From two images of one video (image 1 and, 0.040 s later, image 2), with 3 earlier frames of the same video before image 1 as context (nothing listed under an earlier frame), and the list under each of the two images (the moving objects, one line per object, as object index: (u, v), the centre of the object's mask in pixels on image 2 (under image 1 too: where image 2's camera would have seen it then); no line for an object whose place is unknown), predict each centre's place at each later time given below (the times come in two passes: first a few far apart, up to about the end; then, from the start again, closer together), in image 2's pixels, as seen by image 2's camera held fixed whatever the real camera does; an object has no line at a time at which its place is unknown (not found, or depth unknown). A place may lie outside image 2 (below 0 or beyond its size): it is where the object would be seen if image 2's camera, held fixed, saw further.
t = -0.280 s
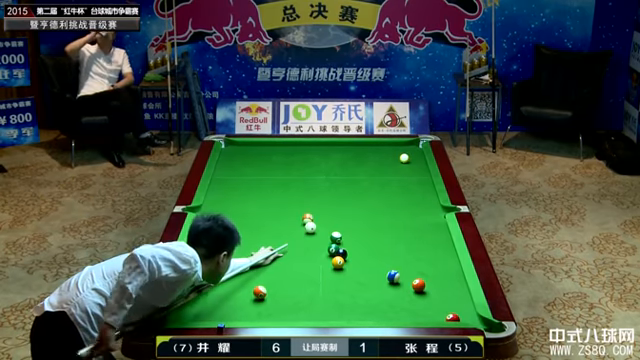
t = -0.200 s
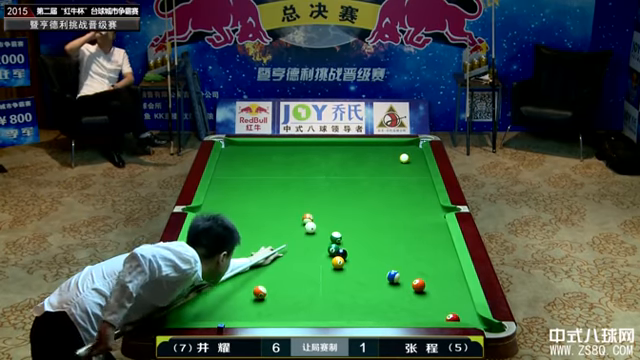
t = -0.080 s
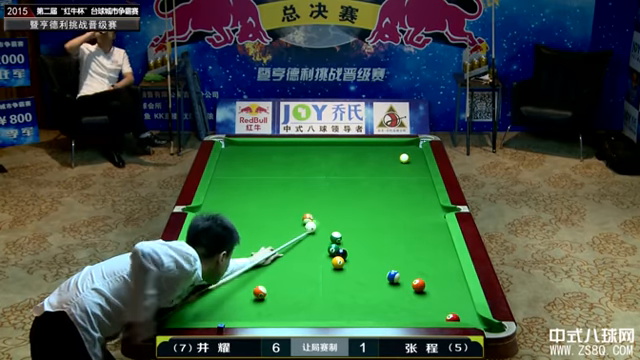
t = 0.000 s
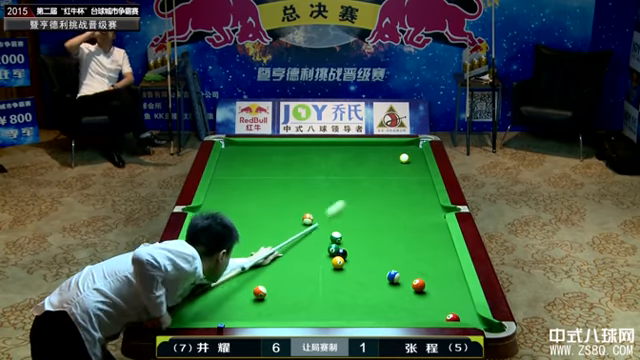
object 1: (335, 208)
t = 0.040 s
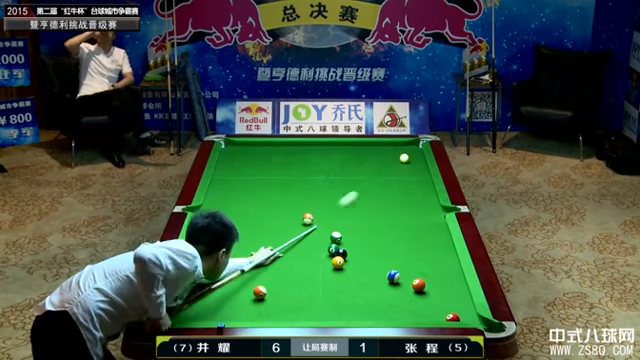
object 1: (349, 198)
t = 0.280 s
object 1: (403, 160)
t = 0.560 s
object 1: (412, 165)
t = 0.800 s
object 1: (415, 170)
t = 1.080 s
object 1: (418, 176)
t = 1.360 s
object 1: (422, 182)
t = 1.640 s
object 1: (425, 188)
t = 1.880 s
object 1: (428, 192)
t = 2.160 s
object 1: (431, 198)
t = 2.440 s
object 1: (434, 202)
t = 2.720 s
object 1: (434, 206)
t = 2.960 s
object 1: (434, 210)
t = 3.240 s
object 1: (436, 211)
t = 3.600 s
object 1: (433, 215)
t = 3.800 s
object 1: (436, 219)
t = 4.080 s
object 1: (436, 220)
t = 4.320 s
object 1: (436, 221)
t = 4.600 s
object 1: (437, 222)
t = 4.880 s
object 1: (437, 223)
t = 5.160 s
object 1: (437, 223)
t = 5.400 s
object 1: (437, 223)
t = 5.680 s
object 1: (437, 223)
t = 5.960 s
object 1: (437, 223)
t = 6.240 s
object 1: (437, 223)
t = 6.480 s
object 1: (437, 223)
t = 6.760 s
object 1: (437, 223)
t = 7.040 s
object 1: (437, 223)
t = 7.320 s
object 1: (437, 223)
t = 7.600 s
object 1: (437, 223)
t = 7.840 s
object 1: (437, 223)
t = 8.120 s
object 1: (437, 223)
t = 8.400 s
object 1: (437, 223)
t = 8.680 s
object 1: (437, 223)
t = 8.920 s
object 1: (437, 223)
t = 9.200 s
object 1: (437, 223)
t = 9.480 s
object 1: (437, 223)
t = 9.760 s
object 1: (437, 223)
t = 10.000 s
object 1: (437, 223)
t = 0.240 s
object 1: (398, 163)
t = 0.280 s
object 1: (403, 160)
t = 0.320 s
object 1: (405, 161)
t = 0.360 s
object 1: (407, 161)
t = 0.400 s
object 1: (409, 162)
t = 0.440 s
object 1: (409, 162)
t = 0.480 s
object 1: (411, 163)
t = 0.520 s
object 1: (411, 164)
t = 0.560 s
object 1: (412, 165)
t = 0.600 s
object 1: (412, 166)
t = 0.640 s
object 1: (413, 167)
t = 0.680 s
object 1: (413, 167)
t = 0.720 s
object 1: (414, 168)
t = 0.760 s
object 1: (414, 169)
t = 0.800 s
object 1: (415, 170)
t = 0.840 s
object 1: (415, 171)
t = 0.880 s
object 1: (416, 172)
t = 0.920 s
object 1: (416, 173)
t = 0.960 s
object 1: (417, 173)
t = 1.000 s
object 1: (417, 174)
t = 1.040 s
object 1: (418, 175)
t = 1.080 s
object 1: (418, 176)
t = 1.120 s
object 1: (419, 177)
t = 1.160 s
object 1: (419, 178)
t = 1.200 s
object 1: (420, 178)
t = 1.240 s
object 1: (421, 179)
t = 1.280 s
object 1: (421, 180)
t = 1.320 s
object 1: (421, 181)
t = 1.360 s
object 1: (422, 182)
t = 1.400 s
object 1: (422, 183)
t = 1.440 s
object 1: (423, 184)
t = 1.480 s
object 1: (423, 184)
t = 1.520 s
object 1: (424, 185)
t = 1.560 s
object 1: (425, 186)
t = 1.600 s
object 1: (425, 187)
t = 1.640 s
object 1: (425, 188)
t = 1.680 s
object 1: (426, 188)
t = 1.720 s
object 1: (426, 189)
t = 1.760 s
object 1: (427, 190)
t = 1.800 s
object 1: (427, 191)
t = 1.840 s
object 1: (428, 192)
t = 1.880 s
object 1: (428, 192)
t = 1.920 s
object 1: (428, 193)
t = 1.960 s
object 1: (429, 194)
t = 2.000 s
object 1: (430, 195)
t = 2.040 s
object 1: (430, 195)
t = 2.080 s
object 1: (431, 196)
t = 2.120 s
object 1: (431, 197)
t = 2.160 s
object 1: (431, 198)
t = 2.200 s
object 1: (432, 198)
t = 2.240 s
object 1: (432, 199)
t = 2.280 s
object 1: (433, 200)
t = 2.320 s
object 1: (433, 200)
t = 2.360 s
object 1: (434, 201)
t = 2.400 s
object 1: (434, 201)
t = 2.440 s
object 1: (434, 202)
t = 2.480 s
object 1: (434, 203)
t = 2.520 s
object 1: (434, 204)
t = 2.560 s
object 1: (434, 204)
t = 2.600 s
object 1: (434, 205)
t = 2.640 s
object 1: (434, 205)
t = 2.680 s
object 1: (434, 206)
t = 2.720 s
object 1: (434, 206)
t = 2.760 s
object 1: (434, 207)
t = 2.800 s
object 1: (434, 208)
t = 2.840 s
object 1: (434, 208)
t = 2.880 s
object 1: (434, 209)
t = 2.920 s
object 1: (434, 209)
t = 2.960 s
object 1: (434, 210)
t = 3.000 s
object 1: (434, 210)
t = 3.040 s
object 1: (434, 211)
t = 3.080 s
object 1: (434, 211)
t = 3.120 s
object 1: (434, 211)
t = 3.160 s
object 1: (434, 212)
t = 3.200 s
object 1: (434, 213)
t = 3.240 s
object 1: (436, 211)
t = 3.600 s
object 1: (433, 215)
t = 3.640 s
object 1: (435, 217)
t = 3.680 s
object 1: (436, 217)
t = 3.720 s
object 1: (436, 218)
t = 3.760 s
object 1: (436, 218)
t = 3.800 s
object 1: (436, 219)
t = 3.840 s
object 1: (436, 219)
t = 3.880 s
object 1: (436, 219)
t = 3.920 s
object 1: (436, 219)
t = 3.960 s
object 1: (436, 220)
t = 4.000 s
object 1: (436, 220)
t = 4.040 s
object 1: (436, 220)
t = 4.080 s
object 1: (436, 220)
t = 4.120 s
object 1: (436, 220)
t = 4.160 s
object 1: (436, 221)
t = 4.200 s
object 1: (436, 221)
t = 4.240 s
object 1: (436, 221)
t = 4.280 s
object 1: (436, 221)
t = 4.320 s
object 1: (436, 221)
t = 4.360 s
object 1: (436, 221)
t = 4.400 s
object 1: (436, 221)
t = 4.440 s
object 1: (436, 222)
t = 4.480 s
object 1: (436, 222)
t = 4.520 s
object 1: (436, 222)
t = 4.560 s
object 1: (436, 222)
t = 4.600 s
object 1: (437, 222)
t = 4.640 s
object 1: (437, 222)
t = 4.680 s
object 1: (437, 223)
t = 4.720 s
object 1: (437, 223)
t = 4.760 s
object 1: (437, 223)
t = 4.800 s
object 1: (437, 223)
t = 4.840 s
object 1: (437, 223)
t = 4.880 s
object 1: (437, 223)
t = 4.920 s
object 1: (437, 223)
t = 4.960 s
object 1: (437, 223)
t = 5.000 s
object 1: (437, 223)
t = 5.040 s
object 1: (437, 223)
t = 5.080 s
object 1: (437, 223)
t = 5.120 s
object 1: (437, 223)
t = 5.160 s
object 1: (437, 223)
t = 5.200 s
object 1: (437, 223)
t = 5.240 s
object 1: (437, 223)
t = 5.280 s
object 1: (437, 223)
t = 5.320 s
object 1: (437, 223)
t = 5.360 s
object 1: (437, 223)
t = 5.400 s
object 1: (437, 223)
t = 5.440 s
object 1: (437, 223)
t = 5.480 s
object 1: (437, 223)
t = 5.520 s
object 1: (437, 223)
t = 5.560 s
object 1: (437, 223)
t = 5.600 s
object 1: (437, 223)
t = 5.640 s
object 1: (437, 223)
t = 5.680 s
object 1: (437, 223)
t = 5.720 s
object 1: (437, 223)
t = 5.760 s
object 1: (437, 223)
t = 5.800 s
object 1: (437, 223)
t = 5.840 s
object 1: (437, 223)
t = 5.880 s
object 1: (437, 223)
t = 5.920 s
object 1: (437, 223)
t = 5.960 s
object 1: (437, 223)
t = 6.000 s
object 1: (437, 223)
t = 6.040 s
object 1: (437, 223)
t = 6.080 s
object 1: (437, 223)
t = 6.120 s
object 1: (437, 223)
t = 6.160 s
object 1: (437, 223)
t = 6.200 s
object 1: (437, 223)
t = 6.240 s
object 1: (437, 223)
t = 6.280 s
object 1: (437, 223)
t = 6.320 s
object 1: (437, 223)
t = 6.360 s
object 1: (437, 223)
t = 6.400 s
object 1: (437, 223)
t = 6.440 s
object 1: (437, 223)
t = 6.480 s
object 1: (437, 223)
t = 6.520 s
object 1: (437, 223)
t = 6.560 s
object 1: (437, 223)
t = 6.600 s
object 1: (437, 223)
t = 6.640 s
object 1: (437, 223)
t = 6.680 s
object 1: (437, 223)
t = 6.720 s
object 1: (437, 223)
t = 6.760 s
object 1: (437, 223)
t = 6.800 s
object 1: (437, 223)
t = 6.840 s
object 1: (437, 223)
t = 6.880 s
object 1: (437, 223)
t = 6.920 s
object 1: (437, 223)
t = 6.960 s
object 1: (437, 223)
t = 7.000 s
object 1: (437, 223)
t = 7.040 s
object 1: (437, 223)
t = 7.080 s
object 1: (437, 223)
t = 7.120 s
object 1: (437, 223)
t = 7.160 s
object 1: (437, 223)
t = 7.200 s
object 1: (437, 223)
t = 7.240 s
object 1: (437, 223)
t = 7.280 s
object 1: (437, 223)
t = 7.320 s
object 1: (437, 223)
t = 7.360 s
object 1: (437, 223)
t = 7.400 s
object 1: (437, 223)
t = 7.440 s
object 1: (437, 223)
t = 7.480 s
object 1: (437, 223)
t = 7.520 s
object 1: (437, 223)
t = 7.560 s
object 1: (437, 223)
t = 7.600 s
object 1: (437, 223)
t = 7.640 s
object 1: (437, 223)
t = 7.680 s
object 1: (437, 223)
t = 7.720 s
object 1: (437, 223)
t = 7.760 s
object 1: (437, 223)
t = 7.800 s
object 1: (437, 223)
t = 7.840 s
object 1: (437, 223)
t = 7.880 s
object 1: (437, 223)
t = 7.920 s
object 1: (437, 223)
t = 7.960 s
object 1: (437, 223)
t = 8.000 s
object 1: (437, 223)
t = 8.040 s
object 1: (437, 223)
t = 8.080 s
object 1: (437, 223)
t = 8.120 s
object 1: (437, 223)
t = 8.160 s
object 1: (437, 223)
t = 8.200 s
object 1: (437, 223)
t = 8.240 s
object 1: (437, 223)
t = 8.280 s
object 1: (437, 223)
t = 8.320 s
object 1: (437, 223)
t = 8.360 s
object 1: (437, 223)
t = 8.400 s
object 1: (437, 223)
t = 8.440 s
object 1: (437, 223)
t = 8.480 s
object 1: (437, 223)
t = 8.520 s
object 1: (437, 223)
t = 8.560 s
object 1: (437, 223)
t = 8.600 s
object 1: (437, 223)
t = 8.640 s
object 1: (437, 223)
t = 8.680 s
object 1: (437, 223)
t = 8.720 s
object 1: (437, 223)
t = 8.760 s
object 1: (437, 223)
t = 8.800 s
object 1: (437, 223)
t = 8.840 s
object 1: (437, 223)
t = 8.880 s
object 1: (437, 223)
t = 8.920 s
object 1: (437, 223)
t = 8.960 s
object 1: (437, 223)
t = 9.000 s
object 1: (437, 223)
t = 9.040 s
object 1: (437, 223)
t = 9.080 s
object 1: (437, 223)
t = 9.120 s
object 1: (437, 223)
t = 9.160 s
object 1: (437, 223)
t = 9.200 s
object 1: (437, 223)
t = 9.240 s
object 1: (437, 223)
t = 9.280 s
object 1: (437, 223)
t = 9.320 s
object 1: (437, 223)
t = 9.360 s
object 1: (437, 223)
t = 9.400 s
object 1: (437, 223)
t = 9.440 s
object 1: (437, 223)
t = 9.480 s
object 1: (437, 223)
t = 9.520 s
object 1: (437, 223)
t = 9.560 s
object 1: (437, 223)
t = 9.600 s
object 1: (437, 223)
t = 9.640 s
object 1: (437, 223)
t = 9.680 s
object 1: (437, 223)
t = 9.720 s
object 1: (437, 223)
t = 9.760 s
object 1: (437, 223)
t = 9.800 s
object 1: (437, 223)
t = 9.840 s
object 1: (437, 223)
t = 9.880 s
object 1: (437, 223)
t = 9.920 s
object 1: (437, 223)
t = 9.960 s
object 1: (437, 223)
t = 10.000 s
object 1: (437, 223)
